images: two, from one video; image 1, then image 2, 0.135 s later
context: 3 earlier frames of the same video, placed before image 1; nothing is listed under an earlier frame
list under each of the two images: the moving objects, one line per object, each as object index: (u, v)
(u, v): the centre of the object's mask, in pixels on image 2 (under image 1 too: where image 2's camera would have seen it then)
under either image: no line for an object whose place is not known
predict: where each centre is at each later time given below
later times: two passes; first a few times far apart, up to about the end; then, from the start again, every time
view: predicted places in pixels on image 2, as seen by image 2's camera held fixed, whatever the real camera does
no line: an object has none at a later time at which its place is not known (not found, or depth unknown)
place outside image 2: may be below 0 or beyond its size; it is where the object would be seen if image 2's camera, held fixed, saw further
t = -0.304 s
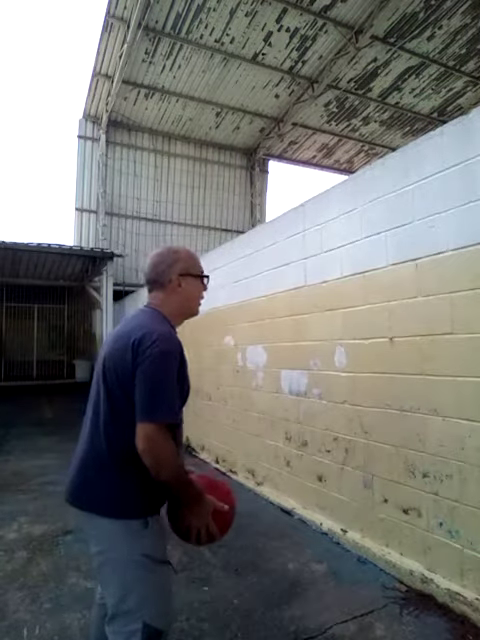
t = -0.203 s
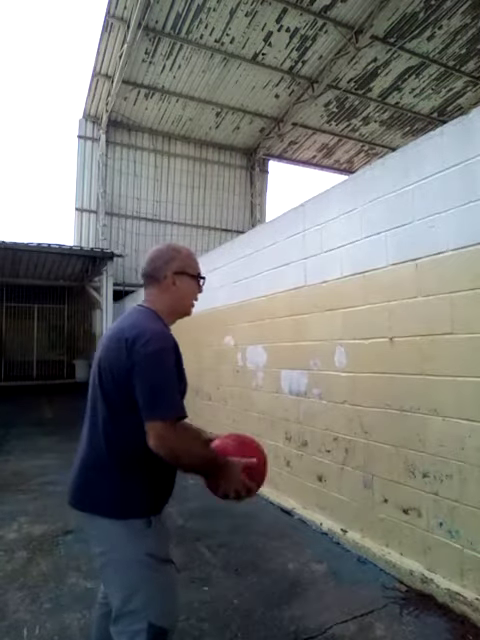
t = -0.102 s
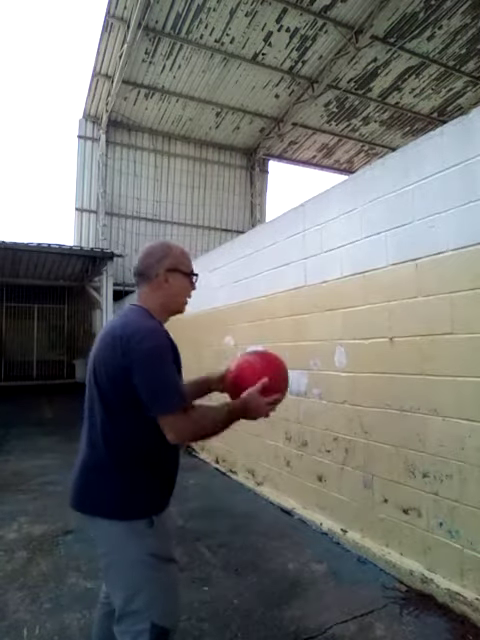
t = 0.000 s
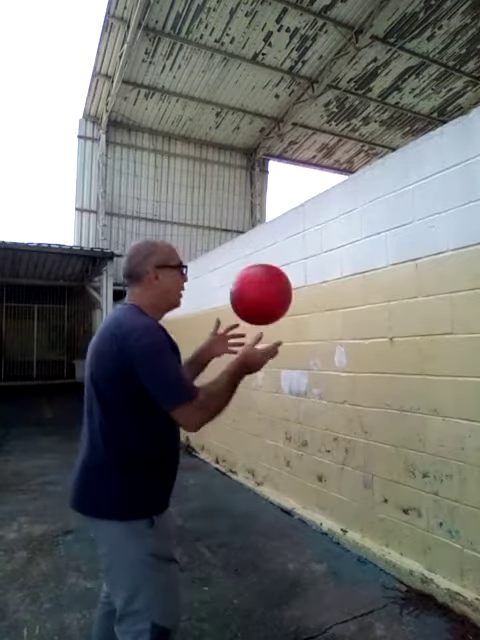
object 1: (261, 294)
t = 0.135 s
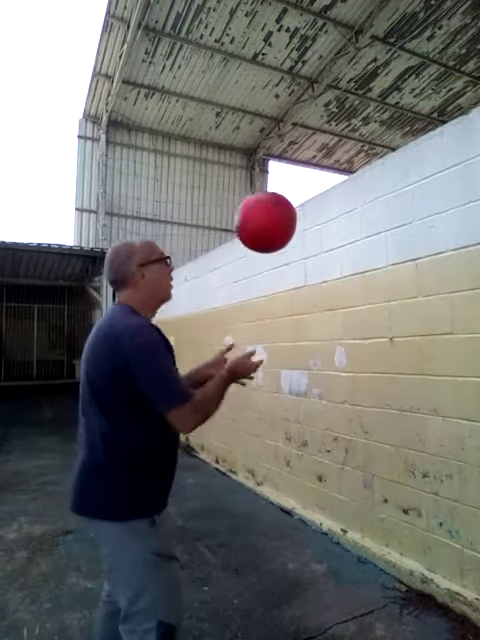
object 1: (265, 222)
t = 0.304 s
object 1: (272, 197)
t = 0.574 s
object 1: (290, 313)
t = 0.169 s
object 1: (267, 211)
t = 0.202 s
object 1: (268, 203)
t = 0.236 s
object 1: (269, 198)
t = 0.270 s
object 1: (271, 196)
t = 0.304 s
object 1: (272, 197)
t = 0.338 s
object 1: (274, 201)
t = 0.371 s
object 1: (276, 208)
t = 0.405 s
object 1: (278, 217)
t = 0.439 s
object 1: (280, 230)
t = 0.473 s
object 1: (283, 246)
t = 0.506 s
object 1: (285, 265)
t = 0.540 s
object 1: (288, 287)
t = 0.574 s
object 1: (290, 313)
